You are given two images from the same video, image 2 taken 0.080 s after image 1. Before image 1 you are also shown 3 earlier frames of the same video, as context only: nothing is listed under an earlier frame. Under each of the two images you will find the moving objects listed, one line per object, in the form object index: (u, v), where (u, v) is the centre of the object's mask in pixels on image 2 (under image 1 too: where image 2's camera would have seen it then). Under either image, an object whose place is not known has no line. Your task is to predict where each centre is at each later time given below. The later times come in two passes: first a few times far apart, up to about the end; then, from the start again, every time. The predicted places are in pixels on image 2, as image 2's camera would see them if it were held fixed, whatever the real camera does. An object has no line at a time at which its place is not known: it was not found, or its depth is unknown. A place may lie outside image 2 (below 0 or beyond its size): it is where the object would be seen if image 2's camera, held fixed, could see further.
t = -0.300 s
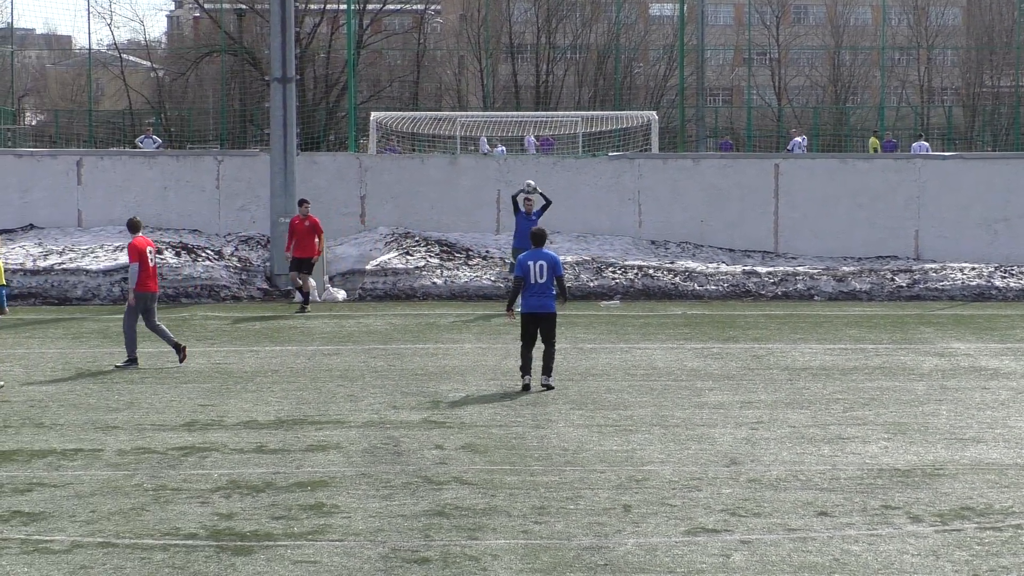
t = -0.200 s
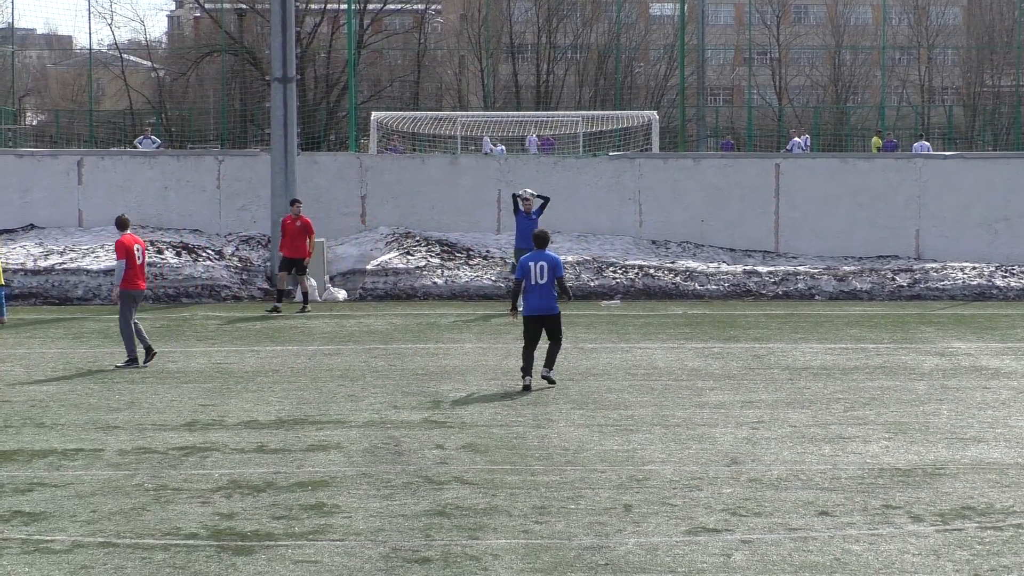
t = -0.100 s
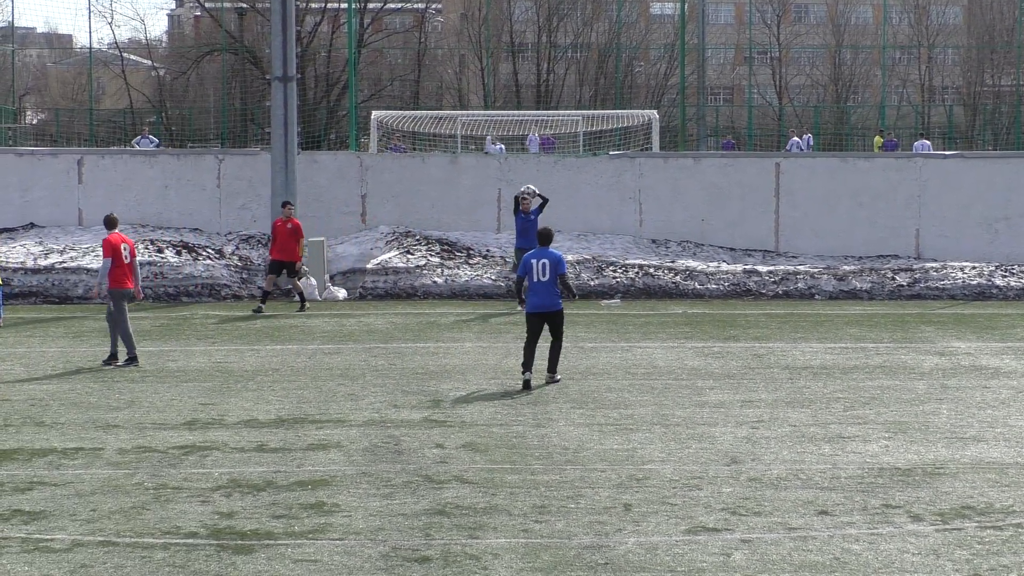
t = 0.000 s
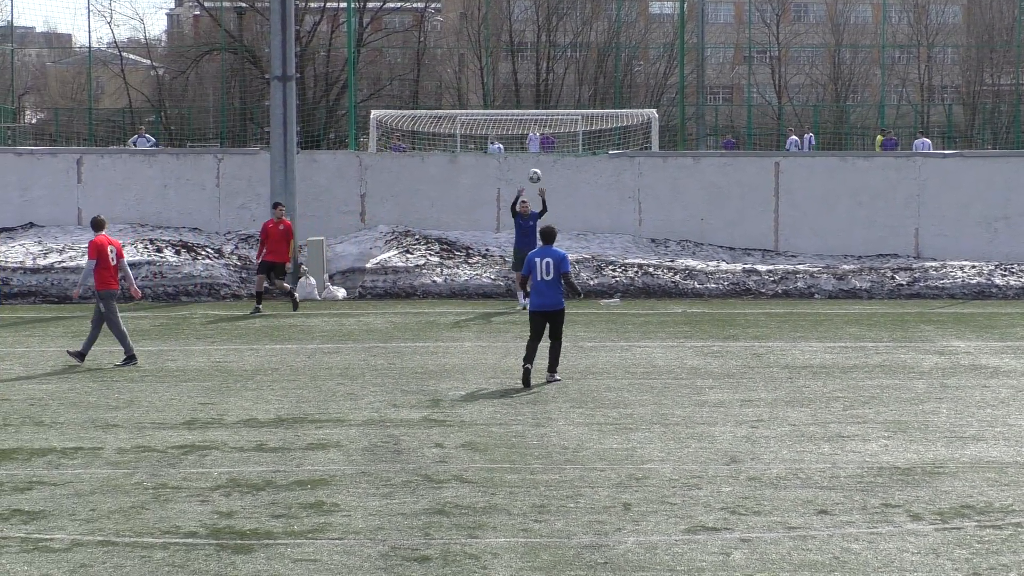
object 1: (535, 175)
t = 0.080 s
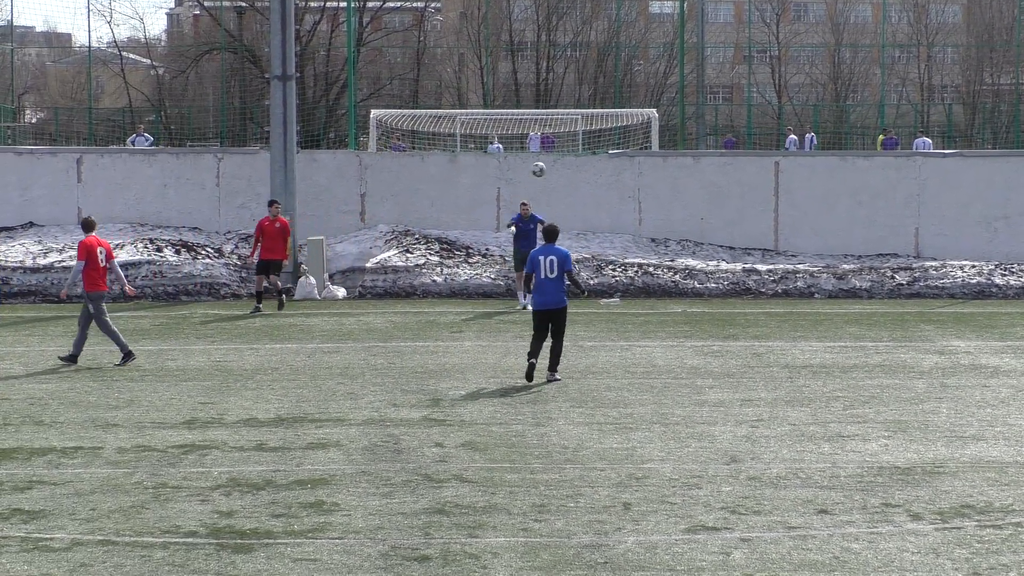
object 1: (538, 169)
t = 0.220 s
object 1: (545, 168)
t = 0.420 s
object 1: (554, 187)
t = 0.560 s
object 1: (560, 217)
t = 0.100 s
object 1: (540, 168)
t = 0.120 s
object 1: (540, 168)
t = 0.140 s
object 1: (541, 167)
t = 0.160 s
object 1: (542, 167)
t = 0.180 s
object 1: (543, 167)
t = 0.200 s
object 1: (544, 168)
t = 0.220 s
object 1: (545, 168)
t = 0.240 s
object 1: (546, 169)
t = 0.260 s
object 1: (547, 170)
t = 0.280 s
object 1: (548, 171)
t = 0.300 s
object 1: (549, 173)
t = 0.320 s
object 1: (550, 174)
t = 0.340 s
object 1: (550, 176)
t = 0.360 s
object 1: (551, 179)
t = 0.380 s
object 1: (552, 181)
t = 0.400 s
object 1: (553, 184)
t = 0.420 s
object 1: (554, 187)
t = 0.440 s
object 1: (554, 191)
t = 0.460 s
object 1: (555, 194)
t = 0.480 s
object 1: (556, 198)
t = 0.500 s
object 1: (557, 203)
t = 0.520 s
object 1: (558, 207)
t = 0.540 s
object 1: (559, 212)
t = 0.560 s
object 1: (560, 217)
